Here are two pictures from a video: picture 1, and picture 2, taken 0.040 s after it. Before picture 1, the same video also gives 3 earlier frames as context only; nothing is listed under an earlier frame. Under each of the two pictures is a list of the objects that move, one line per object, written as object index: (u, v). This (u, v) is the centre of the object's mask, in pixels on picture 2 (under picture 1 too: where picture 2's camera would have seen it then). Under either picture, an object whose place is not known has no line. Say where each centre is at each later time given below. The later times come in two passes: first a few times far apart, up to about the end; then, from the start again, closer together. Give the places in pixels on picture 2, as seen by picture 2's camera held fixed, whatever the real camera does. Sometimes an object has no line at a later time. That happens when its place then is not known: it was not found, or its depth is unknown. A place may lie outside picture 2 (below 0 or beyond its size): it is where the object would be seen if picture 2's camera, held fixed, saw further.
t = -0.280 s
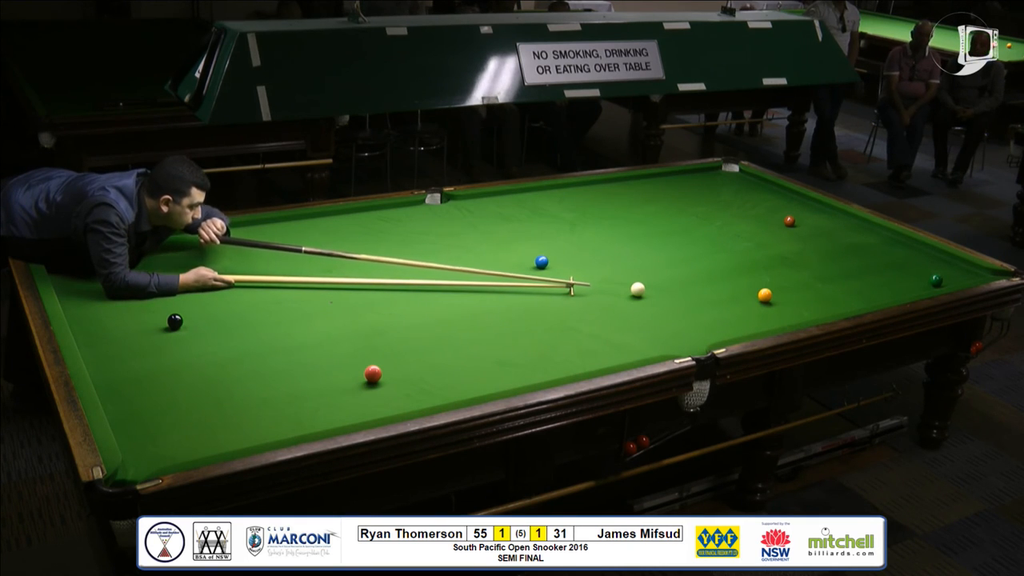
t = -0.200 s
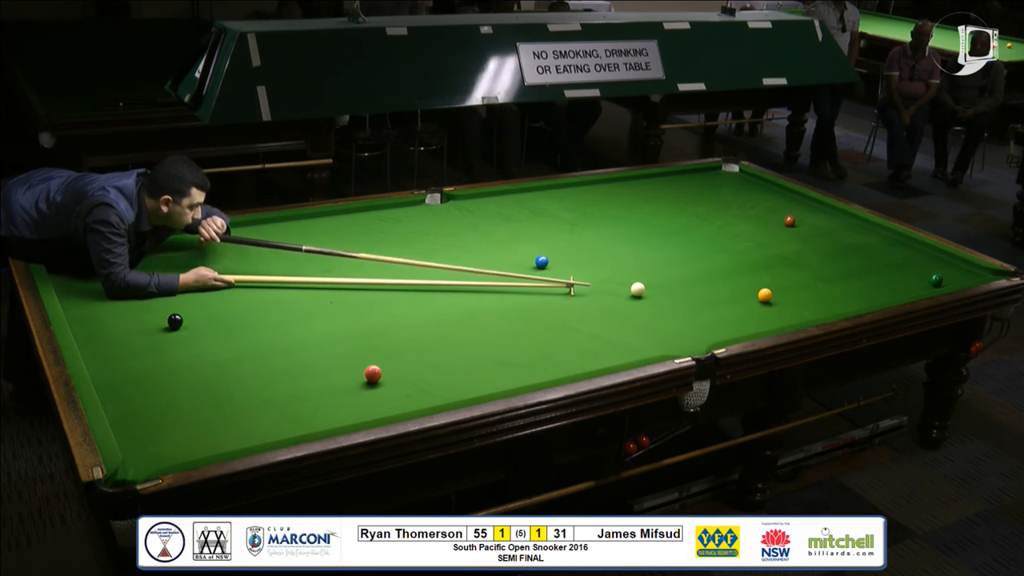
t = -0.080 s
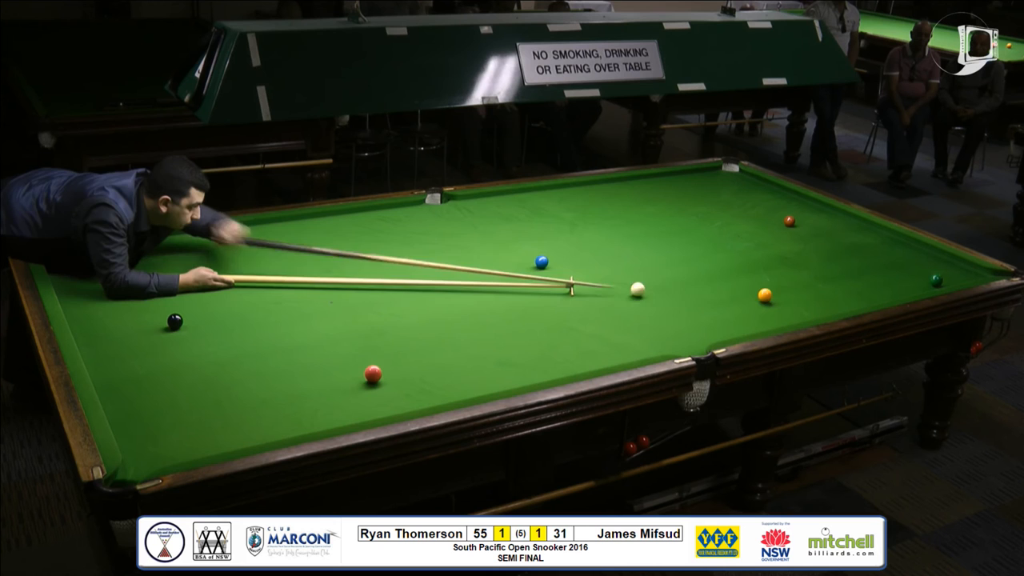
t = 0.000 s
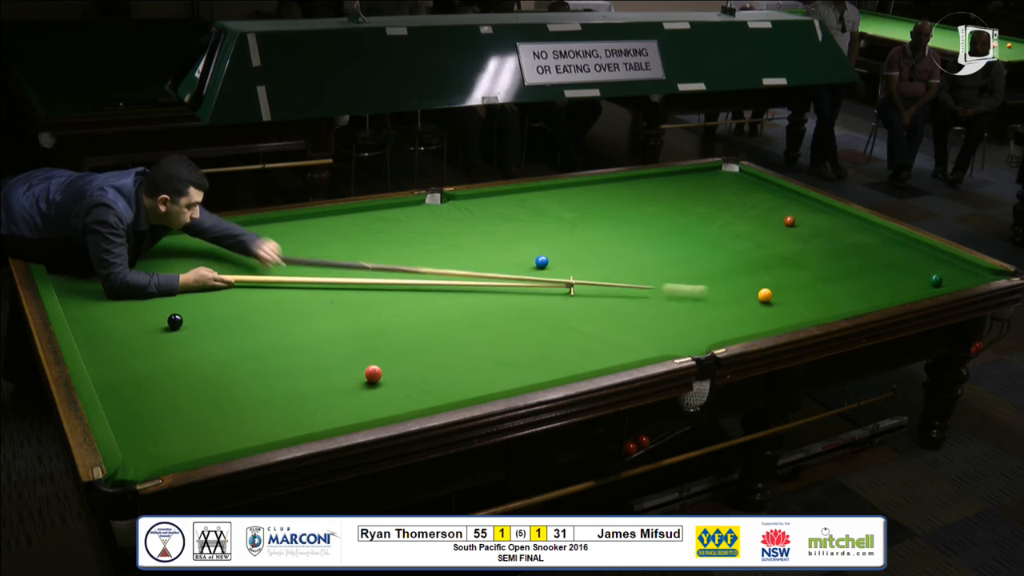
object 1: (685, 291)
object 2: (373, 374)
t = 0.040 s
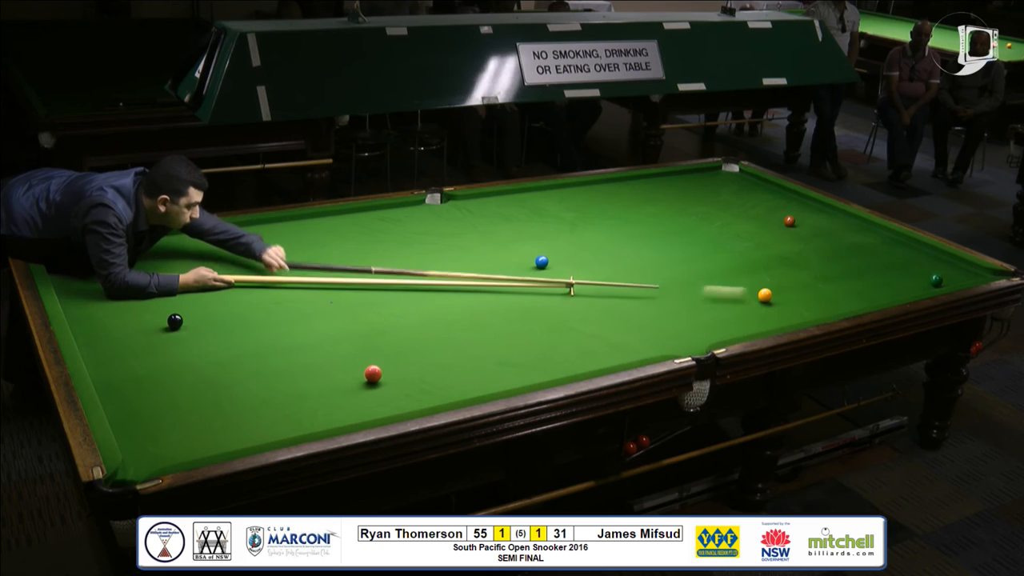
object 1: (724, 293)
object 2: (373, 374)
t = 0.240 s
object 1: (756, 286)
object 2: (373, 374)
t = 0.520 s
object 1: (764, 275)
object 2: (373, 374)
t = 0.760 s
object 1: (770, 267)
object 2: (373, 374)
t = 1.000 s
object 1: (776, 259)
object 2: (373, 374)
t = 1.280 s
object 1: (783, 251)
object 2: (373, 374)
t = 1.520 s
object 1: (788, 246)
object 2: (373, 374)
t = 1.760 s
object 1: (792, 240)
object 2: (373, 374)
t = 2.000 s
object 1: (797, 235)
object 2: (373, 374)
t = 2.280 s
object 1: (802, 230)
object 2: (373, 374)
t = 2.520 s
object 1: (805, 227)
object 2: (373, 374)
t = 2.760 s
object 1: (809, 224)
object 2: (373, 374)
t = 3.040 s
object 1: (813, 220)
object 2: (373, 374)
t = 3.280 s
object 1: (816, 218)
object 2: (373, 374)
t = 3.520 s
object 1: (819, 216)
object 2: (373, 374)
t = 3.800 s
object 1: (821, 214)
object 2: (373, 374)
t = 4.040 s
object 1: (823, 213)
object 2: (373, 374)
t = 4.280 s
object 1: (824, 212)
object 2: (373, 374)
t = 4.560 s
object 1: (825, 211)
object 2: (373, 374)
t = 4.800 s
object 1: (825, 211)
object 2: (373, 374)
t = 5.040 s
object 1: (825, 211)
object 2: (373, 374)
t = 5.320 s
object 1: (825, 211)
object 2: (373, 374)
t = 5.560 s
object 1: (825, 211)
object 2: (373, 374)
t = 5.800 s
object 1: (825, 211)
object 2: (372, 373)
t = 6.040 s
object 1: (825, 211)
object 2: (364, 369)
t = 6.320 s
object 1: (825, 211)
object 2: (356, 366)
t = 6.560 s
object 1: (825, 211)
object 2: (351, 364)
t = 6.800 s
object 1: (825, 211)
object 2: (346, 362)
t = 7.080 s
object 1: (825, 211)
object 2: (343, 361)
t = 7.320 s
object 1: (825, 211)
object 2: (341, 360)
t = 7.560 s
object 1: (825, 211)
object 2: (340, 360)
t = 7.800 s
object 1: (825, 211)
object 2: (341, 360)
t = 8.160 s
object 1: (825, 211)
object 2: (341, 360)
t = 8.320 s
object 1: (825, 211)
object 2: (341, 360)
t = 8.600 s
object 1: (825, 211)
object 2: (341, 360)
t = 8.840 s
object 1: (825, 211)
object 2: (341, 360)
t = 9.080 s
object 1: (825, 211)
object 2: (341, 360)
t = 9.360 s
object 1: (825, 211)
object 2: (341, 360)
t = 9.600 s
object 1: (825, 211)
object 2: (341, 360)
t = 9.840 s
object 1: (825, 211)
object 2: (341, 360)
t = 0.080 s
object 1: (750, 293)
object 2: (373, 374)
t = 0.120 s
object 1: (753, 292)
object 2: (373, 374)
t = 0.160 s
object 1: (754, 290)
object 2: (373, 374)
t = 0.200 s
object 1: (755, 288)
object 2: (373, 374)
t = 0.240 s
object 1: (756, 286)
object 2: (373, 374)
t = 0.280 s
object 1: (757, 285)
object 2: (373, 374)
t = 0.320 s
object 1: (759, 283)
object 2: (373, 374)
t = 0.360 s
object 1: (760, 282)
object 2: (373, 374)
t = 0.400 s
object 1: (761, 280)
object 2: (373, 374)
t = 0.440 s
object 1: (762, 278)
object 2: (373, 374)
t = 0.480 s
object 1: (763, 277)
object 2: (373, 374)
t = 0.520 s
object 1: (764, 275)
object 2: (373, 374)
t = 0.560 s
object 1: (765, 274)
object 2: (373, 374)
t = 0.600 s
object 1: (766, 272)
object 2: (373, 374)
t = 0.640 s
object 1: (767, 271)
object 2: (373, 374)
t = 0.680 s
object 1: (768, 269)
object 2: (373, 374)
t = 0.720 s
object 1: (769, 268)
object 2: (373, 374)
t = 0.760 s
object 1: (770, 267)
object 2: (373, 374)
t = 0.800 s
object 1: (771, 265)
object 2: (373, 374)
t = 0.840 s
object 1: (772, 264)
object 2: (373, 374)
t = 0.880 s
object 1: (773, 263)
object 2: (373, 374)
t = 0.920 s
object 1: (774, 262)
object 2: (373, 374)
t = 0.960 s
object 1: (775, 261)
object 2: (373, 374)
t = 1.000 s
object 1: (776, 259)
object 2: (373, 374)
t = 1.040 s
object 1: (777, 258)
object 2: (373, 374)
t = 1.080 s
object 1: (778, 257)
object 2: (373, 374)
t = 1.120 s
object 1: (779, 256)
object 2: (373, 374)
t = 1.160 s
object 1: (780, 255)
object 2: (373, 374)
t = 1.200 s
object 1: (781, 254)
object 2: (373, 374)
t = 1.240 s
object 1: (782, 253)
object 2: (373, 374)
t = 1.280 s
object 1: (783, 251)
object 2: (373, 374)
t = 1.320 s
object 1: (784, 250)
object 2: (373, 374)
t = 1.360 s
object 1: (784, 249)
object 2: (373, 374)
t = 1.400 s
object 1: (785, 248)
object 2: (373, 374)
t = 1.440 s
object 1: (786, 248)
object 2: (373, 374)
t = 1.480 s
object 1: (787, 247)
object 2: (373, 374)
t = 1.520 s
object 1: (788, 246)
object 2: (373, 374)
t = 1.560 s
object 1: (789, 245)
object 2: (373, 374)
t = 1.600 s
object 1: (789, 244)
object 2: (373, 374)
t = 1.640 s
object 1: (790, 243)
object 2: (373, 374)
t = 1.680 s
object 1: (791, 242)
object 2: (373, 374)
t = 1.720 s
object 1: (792, 241)
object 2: (373, 374)
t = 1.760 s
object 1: (792, 240)
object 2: (373, 374)
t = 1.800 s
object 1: (793, 239)
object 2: (373, 373)
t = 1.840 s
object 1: (794, 238)
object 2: (373, 374)
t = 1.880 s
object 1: (795, 238)
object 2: (373, 374)
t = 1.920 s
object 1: (795, 237)
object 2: (373, 374)
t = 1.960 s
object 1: (796, 236)
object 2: (373, 374)
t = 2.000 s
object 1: (797, 235)
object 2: (373, 374)
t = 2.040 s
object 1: (797, 234)
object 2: (373, 374)
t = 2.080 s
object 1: (798, 234)
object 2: (373, 374)
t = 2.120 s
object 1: (799, 233)
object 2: (373, 374)
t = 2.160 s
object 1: (800, 233)
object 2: (373, 374)
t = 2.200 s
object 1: (800, 232)
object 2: (373, 373)
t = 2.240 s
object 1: (801, 231)
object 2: (373, 373)
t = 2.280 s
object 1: (802, 230)
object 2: (373, 374)
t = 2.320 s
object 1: (802, 230)
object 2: (373, 374)
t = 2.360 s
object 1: (803, 229)
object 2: (373, 374)
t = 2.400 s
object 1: (804, 229)
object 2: (373, 373)
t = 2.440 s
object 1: (804, 228)
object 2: (373, 374)
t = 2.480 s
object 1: (805, 227)
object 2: (373, 374)
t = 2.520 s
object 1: (805, 227)
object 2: (373, 374)
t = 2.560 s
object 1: (806, 226)
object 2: (373, 374)
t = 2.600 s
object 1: (807, 226)
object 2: (373, 374)
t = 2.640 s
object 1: (807, 225)
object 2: (373, 374)
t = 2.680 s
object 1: (808, 225)
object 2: (373, 374)
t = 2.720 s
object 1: (808, 224)
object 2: (373, 374)
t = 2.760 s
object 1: (809, 224)
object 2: (373, 374)
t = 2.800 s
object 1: (809, 223)
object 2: (373, 374)
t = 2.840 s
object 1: (810, 223)
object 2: (373, 374)
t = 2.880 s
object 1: (811, 222)
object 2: (373, 374)
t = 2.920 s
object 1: (811, 222)
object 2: (373, 374)
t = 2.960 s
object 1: (812, 221)
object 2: (373, 374)
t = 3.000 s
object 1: (812, 221)
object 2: (373, 374)
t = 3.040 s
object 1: (813, 220)
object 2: (373, 374)
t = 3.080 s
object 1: (813, 220)
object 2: (373, 374)
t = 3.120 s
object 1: (814, 220)
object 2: (373, 374)
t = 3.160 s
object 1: (814, 219)
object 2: (373, 374)
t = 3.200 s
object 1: (815, 219)
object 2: (373, 374)
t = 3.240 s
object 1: (815, 218)
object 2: (373, 374)
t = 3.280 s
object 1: (816, 218)
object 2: (373, 374)
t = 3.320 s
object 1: (816, 218)
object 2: (373, 374)
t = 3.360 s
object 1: (817, 218)
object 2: (373, 374)
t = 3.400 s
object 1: (817, 217)
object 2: (373, 374)
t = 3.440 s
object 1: (818, 217)
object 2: (373, 374)
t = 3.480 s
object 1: (818, 216)
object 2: (373, 374)
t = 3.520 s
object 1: (819, 216)
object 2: (373, 374)
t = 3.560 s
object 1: (819, 216)
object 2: (373, 374)
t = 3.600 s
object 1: (819, 215)
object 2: (373, 374)
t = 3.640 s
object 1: (820, 215)
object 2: (373, 374)
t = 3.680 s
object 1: (820, 215)
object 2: (373, 374)
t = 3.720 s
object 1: (820, 215)
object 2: (373, 374)
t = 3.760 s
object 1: (821, 215)
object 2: (373, 374)
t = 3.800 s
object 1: (821, 214)
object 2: (373, 374)
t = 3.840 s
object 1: (821, 214)
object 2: (373, 374)
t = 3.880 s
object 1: (822, 214)
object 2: (373, 374)
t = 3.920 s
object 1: (822, 214)
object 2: (373, 374)
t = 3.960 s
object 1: (822, 214)
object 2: (373, 374)
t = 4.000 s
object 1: (823, 213)
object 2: (373, 374)
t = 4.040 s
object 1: (823, 213)
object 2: (373, 374)
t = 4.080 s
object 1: (823, 213)
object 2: (373, 374)
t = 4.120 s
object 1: (823, 213)
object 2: (373, 374)
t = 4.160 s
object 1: (824, 213)
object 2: (373, 374)
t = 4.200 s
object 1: (824, 212)
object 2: (373, 374)
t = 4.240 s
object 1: (824, 212)
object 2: (373, 374)
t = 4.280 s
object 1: (824, 212)
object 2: (373, 374)
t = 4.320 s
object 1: (824, 212)
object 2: (373, 374)
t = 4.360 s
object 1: (825, 212)
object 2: (373, 374)
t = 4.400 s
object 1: (825, 212)
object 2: (373, 374)
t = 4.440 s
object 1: (825, 212)
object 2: (373, 374)
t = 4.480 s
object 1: (825, 212)
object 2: (373, 374)
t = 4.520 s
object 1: (825, 212)
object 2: (373, 374)
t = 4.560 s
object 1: (825, 211)
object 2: (373, 374)
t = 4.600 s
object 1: (825, 211)
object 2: (373, 374)
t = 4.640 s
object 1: (825, 211)
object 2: (373, 374)
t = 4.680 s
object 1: (825, 211)
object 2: (373, 374)
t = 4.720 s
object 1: (825, 211)
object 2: (373, 374)
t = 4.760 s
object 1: (825, 211)
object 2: (373, 374)
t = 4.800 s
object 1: (825, 211)
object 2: (373, 374)
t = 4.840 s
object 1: (825, 211)
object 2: (373, 374)
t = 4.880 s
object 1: (825, 211)
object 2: (373, 374)
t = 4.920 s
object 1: (825, 211)
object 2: (373, 374)
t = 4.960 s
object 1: (825, 211)
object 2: (373, 374)
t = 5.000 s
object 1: (825, 211)
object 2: (373, 374)
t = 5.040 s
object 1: (825, 211)
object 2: (373, 374)
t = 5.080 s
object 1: (825, 211)
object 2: (373, 374)
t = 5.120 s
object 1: (825, 211)
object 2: (373, 374)
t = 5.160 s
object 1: (825, 211)
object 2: (373, 374)
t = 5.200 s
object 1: (825, 211)
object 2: (373, 374)
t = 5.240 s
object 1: (825, 211)
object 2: (373, 374)
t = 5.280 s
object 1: (825, 211)
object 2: (373, 374)
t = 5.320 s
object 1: (825, 211)
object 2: (373, 374)
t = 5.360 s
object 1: (825, 211)
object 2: (373, 374)
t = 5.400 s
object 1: (825, 211)
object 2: (373, 374)
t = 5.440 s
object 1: (825, 211)
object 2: (373, 374)
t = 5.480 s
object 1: (825, 211)
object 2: (373, 374)
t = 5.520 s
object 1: (825, 211)
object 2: (373, 374)
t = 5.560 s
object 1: (825, 211)
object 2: (373, 374)
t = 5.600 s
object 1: (825, 211)
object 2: (373, 374)
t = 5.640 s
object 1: (825, 211)
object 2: (373, 374)
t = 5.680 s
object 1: (825, 211)
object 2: (373, 374)
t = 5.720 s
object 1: (825, 211)
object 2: (373, 374)
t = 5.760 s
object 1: (825, 211)
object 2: (372, 374)
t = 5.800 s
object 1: (825, 211)
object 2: (372, 373)
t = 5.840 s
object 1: (825, 211)
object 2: (370, 372)
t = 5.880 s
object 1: (825, 211)
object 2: (369, 371)
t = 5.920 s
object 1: (825, 211)
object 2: (367, 371)
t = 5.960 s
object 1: (825, 211)
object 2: (366, 370)
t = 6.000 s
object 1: (825, 211)
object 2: (365, 369)
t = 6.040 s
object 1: (825, 211)
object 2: (364, 369)
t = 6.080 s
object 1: (825, 211)
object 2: (363, 368)
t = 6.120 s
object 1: (825, 211)
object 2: (362, 368)
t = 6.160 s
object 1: (825, 211)
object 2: (361, 367)
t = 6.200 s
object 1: (825, 211)
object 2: (360, 367)
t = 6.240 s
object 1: (825, 211)
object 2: (359, 366)
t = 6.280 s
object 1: (825, 211)
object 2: (358, 366)
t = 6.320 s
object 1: (825, 211)
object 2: (356, 366)
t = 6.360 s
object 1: (825, 211)
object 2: (355, 366)
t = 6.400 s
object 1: (825, 211)
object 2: (354, 365)
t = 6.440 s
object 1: (825, 211)
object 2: (354, 365)
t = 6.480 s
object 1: (825, 211)
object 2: (352, 365)
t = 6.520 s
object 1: (825, 211)
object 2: (352, 364)
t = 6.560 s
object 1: (825, 211)
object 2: (351, 364)
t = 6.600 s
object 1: (825, 211)
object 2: (350, 364)
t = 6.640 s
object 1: (825, 211)
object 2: (349, 363)
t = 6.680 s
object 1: (825, 211)
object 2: (348, 363)
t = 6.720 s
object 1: (825, 211)
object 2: (348, 363)
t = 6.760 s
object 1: (825, 211)
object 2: (347, 363)
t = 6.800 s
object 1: (825, 211)
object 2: (346, 362)
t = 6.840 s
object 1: (825, 211)
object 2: (345, 362)
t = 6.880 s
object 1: (825, 211)
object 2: (345, 362)
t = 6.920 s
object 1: (825, 211)
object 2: (344, 362)
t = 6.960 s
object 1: (825, 211)
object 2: (344, 361)
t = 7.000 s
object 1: (825, 211)
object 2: (343, 361)
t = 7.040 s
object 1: (825, 211)
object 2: (343, 361)
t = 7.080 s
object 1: (825, 211)
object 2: (343, 361)
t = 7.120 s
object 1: (825, 211)
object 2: (342, 361)
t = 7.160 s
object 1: (825, 211)
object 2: (342, 361)
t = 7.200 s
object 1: (825, 211)
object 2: (341, 361)
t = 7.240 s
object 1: (825, 211)
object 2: (341, 361)
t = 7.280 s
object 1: (825, 211)
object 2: (341, 360)
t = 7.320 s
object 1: (825, 211)
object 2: (341, 360)
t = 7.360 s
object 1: (825, 211)
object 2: (341, 360)
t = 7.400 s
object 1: (825, 211)
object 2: (341, 360)
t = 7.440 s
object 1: (825, 211)
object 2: (341, 360)
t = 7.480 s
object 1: (825, 211)
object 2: (341, 360)
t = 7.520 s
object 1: (825, 211)
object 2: (341, 360)
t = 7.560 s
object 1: (825, 211)
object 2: (340, 360)
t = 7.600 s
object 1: (825, 211)
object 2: (341, 360)
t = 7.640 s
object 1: (825, 211)
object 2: (341, 360)
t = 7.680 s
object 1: (825, 211)
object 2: (341, 360)
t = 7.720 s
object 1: (825, 211)
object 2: (341, 360)
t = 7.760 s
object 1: (825, 211)
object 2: (341, 360)
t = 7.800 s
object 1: (825, 211)
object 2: (341, 360)
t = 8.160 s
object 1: (825, 211)
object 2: (341, 360)
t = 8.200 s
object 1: (825, 211)
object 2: (341, 360)
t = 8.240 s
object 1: (825, 211)
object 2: (341, 360)
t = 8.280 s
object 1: (825, 211)
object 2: (341, 360)
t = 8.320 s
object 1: (825, 211)
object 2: (341, 360)
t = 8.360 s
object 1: (825, 211)
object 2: (341, 360)
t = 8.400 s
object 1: (825, 211)
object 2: (341, 360)
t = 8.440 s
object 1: (825, 211)
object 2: (341, 360)
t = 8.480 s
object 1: (825, 211)
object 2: (341, 360)
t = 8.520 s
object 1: (825, 211)
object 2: (341, 360)
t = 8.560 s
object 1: (825, 211)
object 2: (341, 360)
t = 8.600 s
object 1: (825, 211)
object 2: (341, 360)
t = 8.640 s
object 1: (825, 211)
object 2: (341, 360)
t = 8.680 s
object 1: (825, 211)
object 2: (341, 360)
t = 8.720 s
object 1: (825, 208)
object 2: (341, 360)
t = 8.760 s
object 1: (824, 210)
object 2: (341, 360)
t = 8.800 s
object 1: (825, 211)
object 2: (341, 360)
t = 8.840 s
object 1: (825, 211)
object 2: (341, 360)
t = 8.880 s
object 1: (825, 211)
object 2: (341, 360)
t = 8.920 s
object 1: (825, 211)
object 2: (341, 360)
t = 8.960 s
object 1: (825, 211)
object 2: (341, 360)
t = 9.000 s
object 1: (825, 211)
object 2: (341, 360)
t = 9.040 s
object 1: (825, 211)
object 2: (341, 360)
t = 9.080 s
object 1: (825, 211)
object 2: (341, 360)
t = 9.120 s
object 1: (825, 211)
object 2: (341, 360)
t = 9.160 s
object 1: (825, 211)
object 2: (341, 360)
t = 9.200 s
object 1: (825, 211)
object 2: (341, 360)
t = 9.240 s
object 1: (825, 211)
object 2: (341, 360)
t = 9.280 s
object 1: (825, 211)
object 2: (341, 360)
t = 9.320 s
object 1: (825, 211)
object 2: (341, 360)
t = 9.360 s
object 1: (825, 211)
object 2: (341, 360)
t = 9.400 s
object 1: (825, 211)
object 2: (341, 360)
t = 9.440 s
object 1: (825, 211)
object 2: (341, 360)
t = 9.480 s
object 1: (825, 211)
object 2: (341, 360)
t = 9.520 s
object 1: (825, 211)
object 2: (341, 360)
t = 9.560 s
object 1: (825, 211)
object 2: (341, 360)
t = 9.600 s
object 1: (825, 211)
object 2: (341, 360)
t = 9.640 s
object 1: (825, 211)
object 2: (341, 360)
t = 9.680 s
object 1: (825, 211)
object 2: (341, 360)
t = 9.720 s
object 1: (825, 211)
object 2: (341, 360)
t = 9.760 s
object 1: (825, 211)
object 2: (341, 360)
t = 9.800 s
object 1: (825, 211)
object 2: (341, 360)
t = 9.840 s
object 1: (825, 211)
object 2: (341, 360)
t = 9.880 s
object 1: (825, 211)
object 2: (341, 360)
